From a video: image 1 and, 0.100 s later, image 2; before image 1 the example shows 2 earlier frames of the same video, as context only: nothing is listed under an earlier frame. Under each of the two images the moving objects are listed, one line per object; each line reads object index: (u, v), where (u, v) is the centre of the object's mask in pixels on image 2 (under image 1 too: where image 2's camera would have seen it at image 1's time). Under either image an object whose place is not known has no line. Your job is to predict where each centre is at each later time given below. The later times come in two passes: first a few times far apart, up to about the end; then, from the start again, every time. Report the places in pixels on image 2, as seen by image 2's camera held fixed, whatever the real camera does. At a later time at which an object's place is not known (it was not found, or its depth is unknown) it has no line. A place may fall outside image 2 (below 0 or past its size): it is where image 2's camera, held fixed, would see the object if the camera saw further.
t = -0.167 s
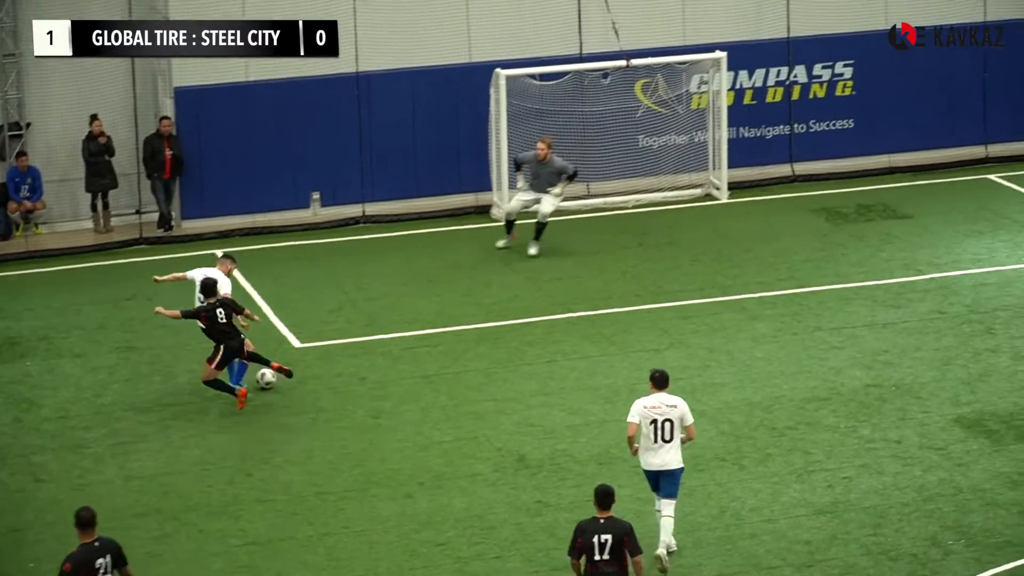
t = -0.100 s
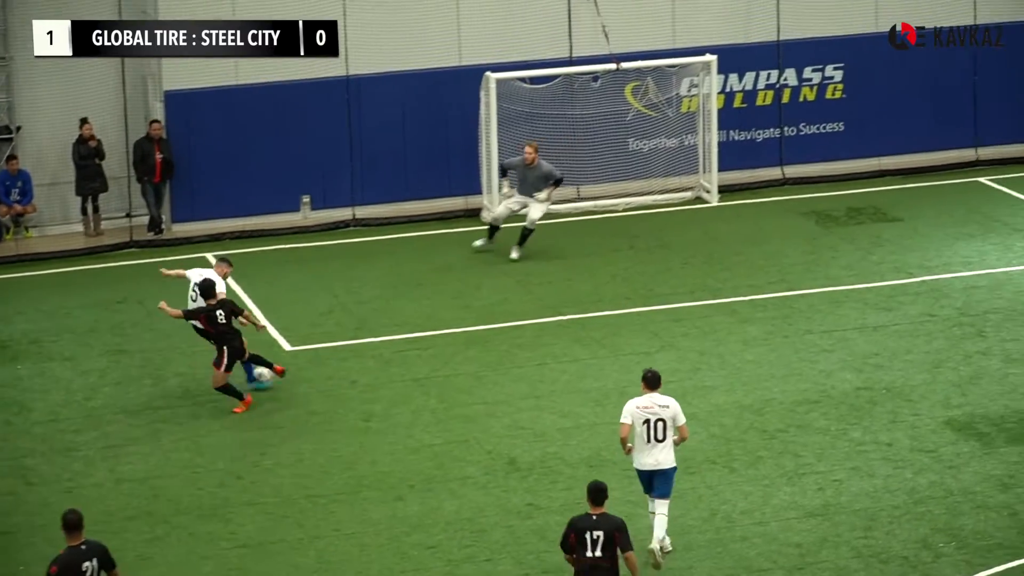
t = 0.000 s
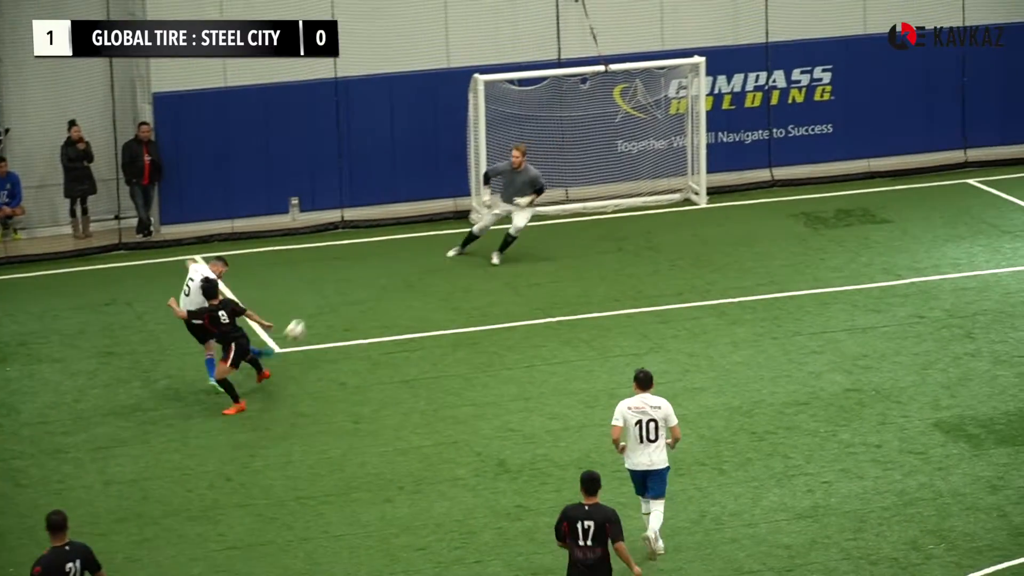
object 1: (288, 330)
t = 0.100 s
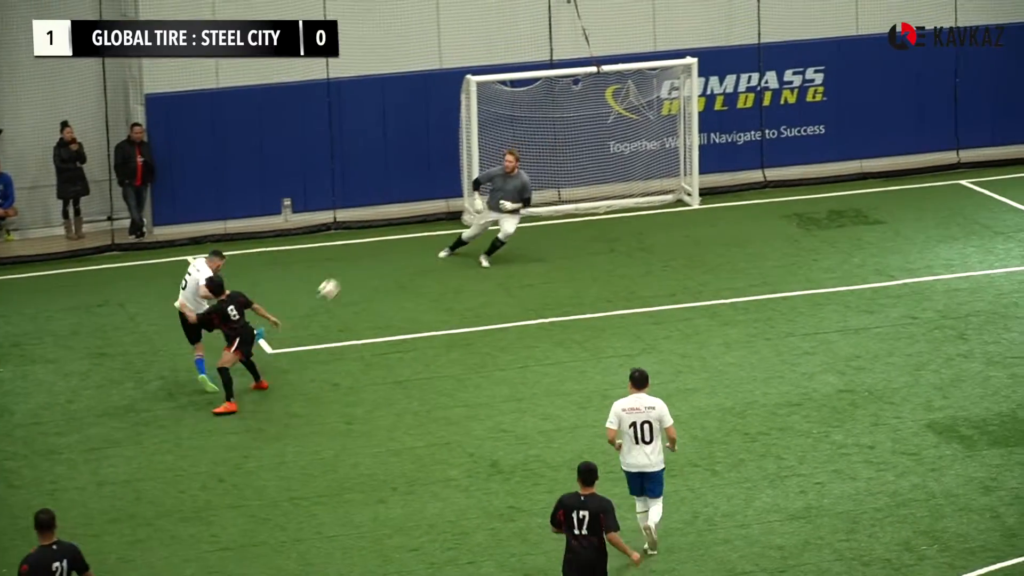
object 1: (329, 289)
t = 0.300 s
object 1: (401, 218)
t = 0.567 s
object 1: (480, 146)
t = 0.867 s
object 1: (532, 110)
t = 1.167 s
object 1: (558, 164)
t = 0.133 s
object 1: (342, 275)
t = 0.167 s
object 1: (354, 263)
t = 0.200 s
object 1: (366, 251)
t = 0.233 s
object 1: (379, 240)
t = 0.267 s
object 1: (390, 228)
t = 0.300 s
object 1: (401, 218)
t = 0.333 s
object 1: (412, 208)
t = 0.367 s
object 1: (423, 197)
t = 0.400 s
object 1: (433, 189)
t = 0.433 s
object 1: (443, 179)
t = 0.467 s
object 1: (452, 170)
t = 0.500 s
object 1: (461, 162)
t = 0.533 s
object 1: (470, 154)
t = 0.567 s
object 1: (480, 146)
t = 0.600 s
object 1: (488, 138)
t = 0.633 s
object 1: (497, 131)
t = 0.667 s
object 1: (506, 125)
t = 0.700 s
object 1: (514, 119)
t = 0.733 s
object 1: (519, 114)
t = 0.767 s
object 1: (521, 111)
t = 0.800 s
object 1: (525, 109)
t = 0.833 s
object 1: (528, 109)
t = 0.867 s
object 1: (532, 110)
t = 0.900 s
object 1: (536, 112)
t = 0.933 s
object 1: (540, 114)
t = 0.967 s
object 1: (543, 118)
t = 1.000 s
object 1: (548, 124)
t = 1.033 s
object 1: (551, 131)
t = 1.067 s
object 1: (553, 138)
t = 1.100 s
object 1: (554, 147)
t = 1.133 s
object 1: (556, 155)
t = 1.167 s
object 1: (558, 164)
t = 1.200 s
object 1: (558, 174)
